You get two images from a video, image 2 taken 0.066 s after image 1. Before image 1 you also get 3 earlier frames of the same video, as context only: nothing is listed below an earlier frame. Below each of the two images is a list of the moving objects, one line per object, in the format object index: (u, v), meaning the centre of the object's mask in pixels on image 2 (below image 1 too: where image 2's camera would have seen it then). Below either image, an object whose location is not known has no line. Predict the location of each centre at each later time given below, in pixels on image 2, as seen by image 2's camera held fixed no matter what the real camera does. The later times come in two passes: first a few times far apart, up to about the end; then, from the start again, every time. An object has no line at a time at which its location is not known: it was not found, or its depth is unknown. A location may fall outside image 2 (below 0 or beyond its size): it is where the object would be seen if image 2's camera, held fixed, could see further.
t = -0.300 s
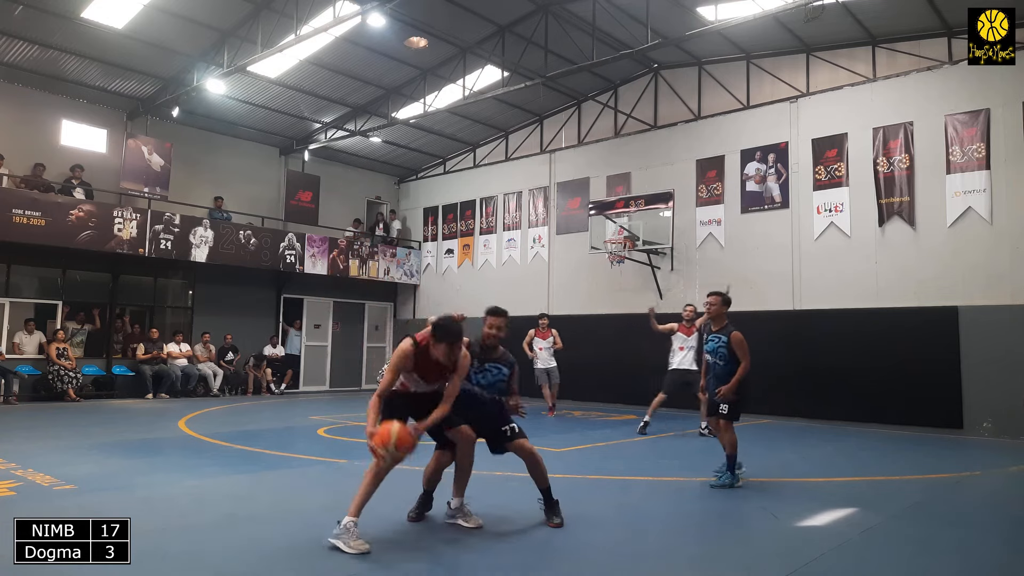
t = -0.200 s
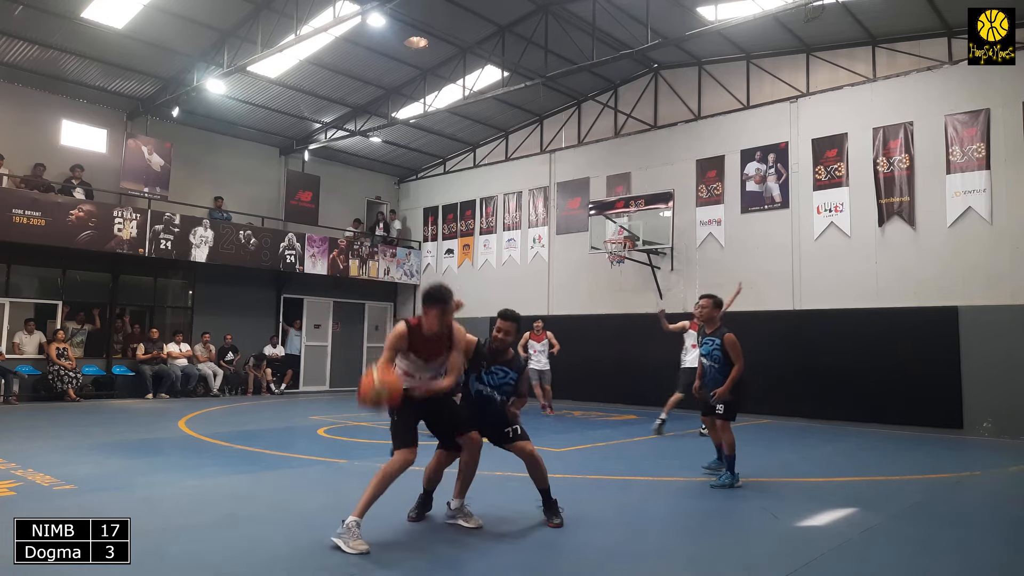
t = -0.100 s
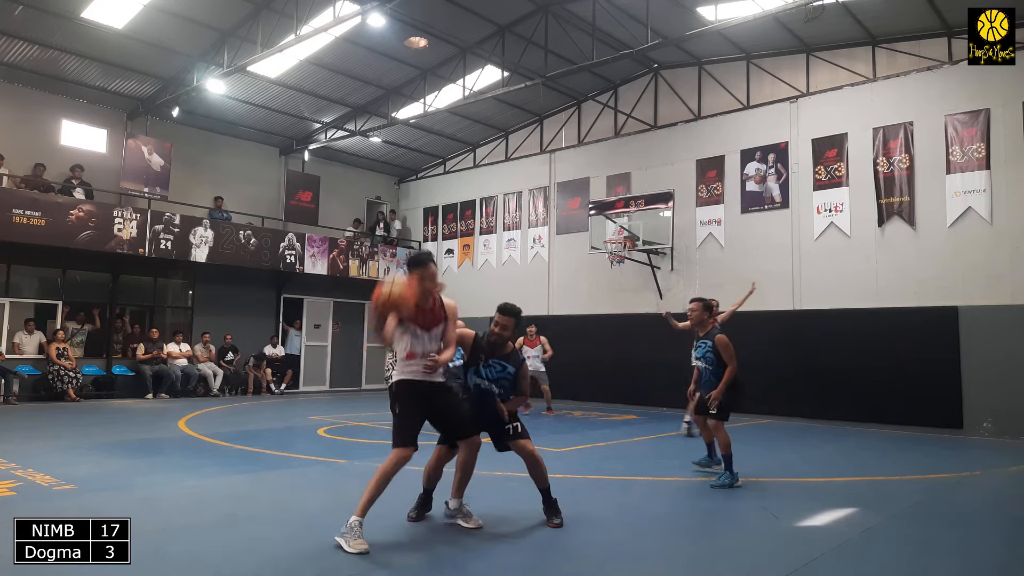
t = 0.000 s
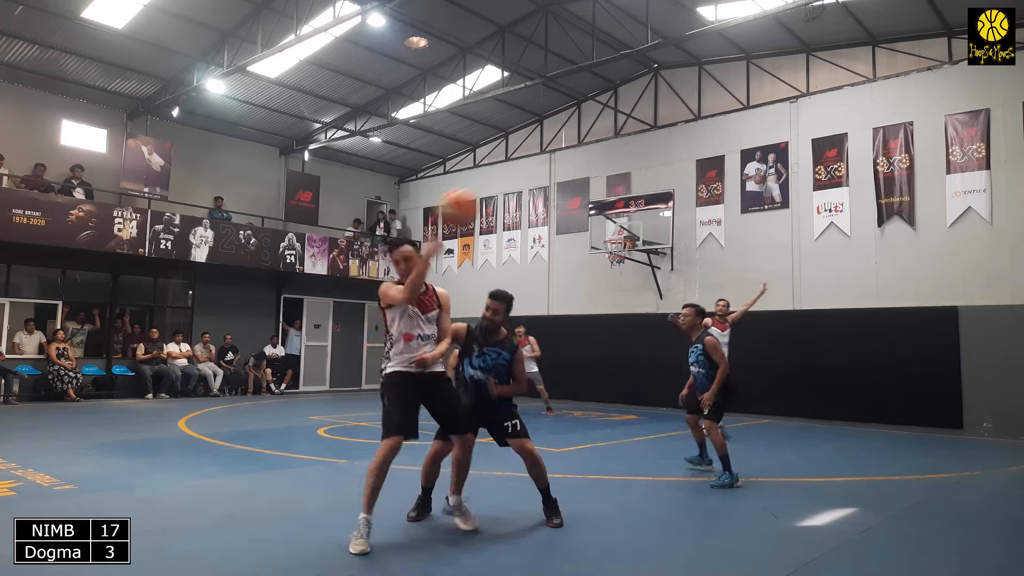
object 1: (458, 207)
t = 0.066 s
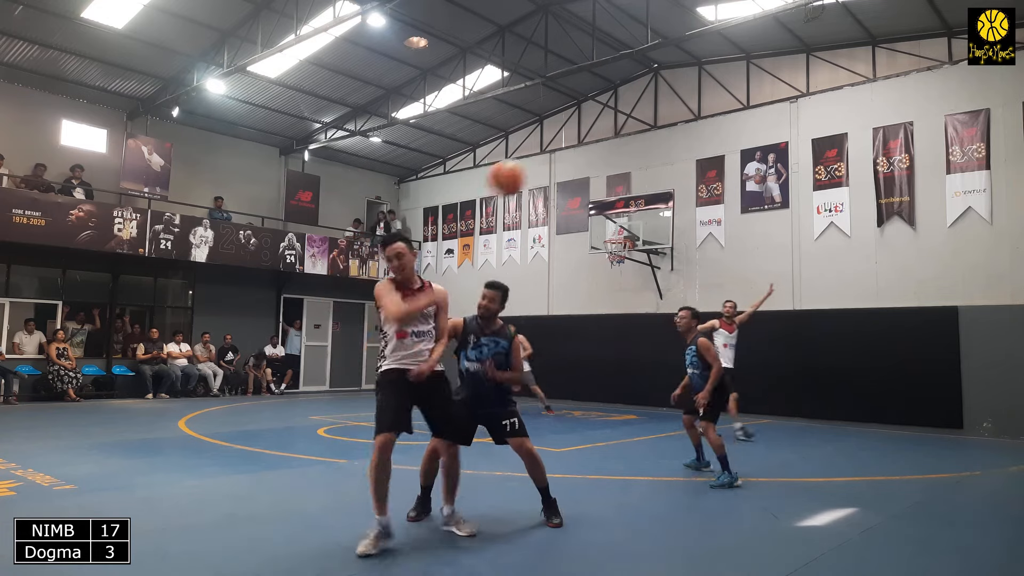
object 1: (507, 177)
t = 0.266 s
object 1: (608, 144)
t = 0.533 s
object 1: (693, 171)
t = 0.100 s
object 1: (527, 166)
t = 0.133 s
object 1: (546, 158)
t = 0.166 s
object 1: (563, 152)
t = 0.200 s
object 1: (580, 148)
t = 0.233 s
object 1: (595, 146)
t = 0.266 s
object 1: (608, 144)
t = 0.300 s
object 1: (621, 144)
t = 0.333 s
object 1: (633, 145)
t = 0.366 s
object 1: (645, 147)
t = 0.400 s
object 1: (655, 150)
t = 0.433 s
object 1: (665, 154)
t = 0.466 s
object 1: (675, 159)
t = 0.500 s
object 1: (684, 164)
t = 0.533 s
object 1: (693, 171)
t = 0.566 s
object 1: (701, 177)
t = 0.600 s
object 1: (708, 184)
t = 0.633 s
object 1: (716, 192)
